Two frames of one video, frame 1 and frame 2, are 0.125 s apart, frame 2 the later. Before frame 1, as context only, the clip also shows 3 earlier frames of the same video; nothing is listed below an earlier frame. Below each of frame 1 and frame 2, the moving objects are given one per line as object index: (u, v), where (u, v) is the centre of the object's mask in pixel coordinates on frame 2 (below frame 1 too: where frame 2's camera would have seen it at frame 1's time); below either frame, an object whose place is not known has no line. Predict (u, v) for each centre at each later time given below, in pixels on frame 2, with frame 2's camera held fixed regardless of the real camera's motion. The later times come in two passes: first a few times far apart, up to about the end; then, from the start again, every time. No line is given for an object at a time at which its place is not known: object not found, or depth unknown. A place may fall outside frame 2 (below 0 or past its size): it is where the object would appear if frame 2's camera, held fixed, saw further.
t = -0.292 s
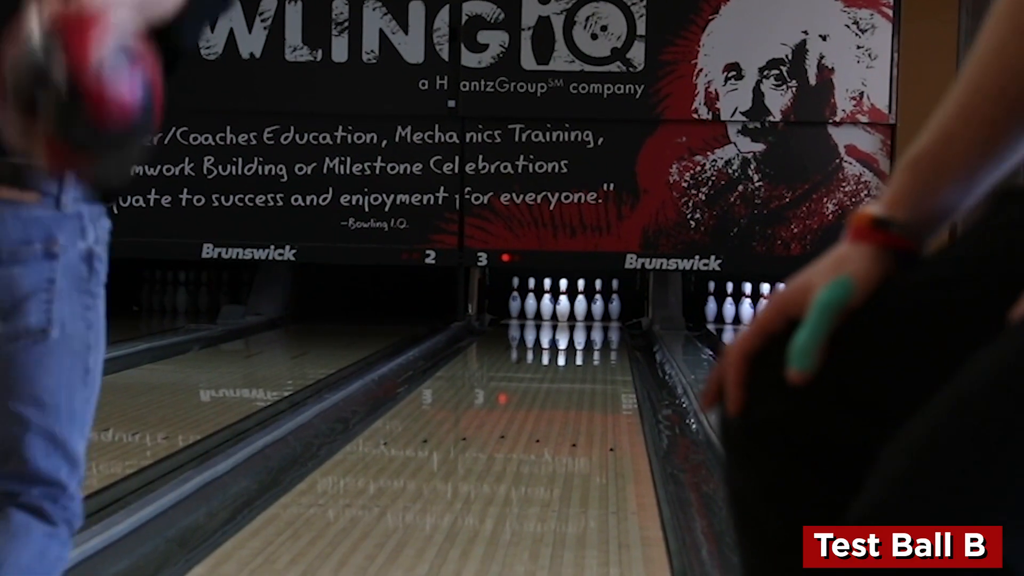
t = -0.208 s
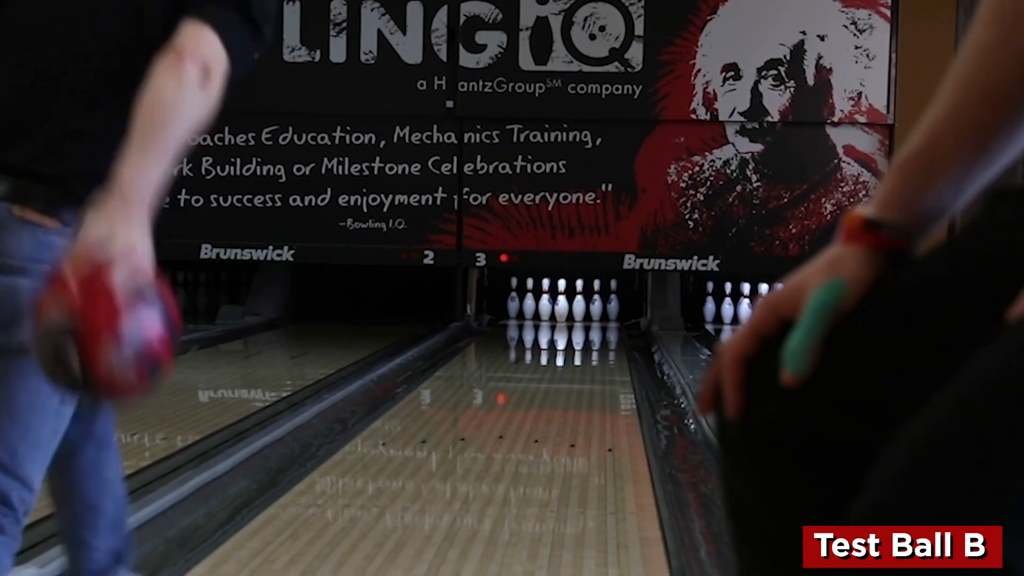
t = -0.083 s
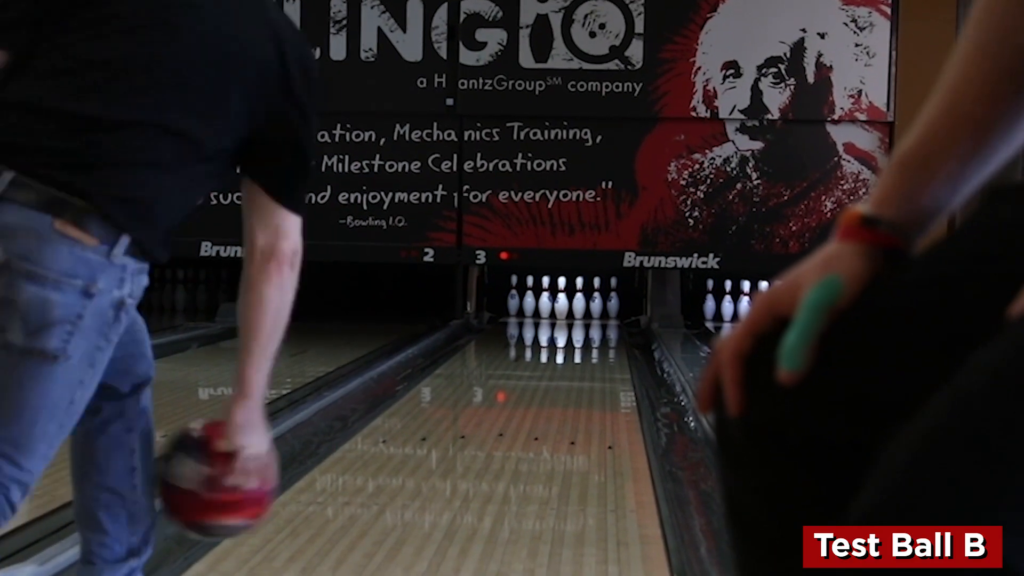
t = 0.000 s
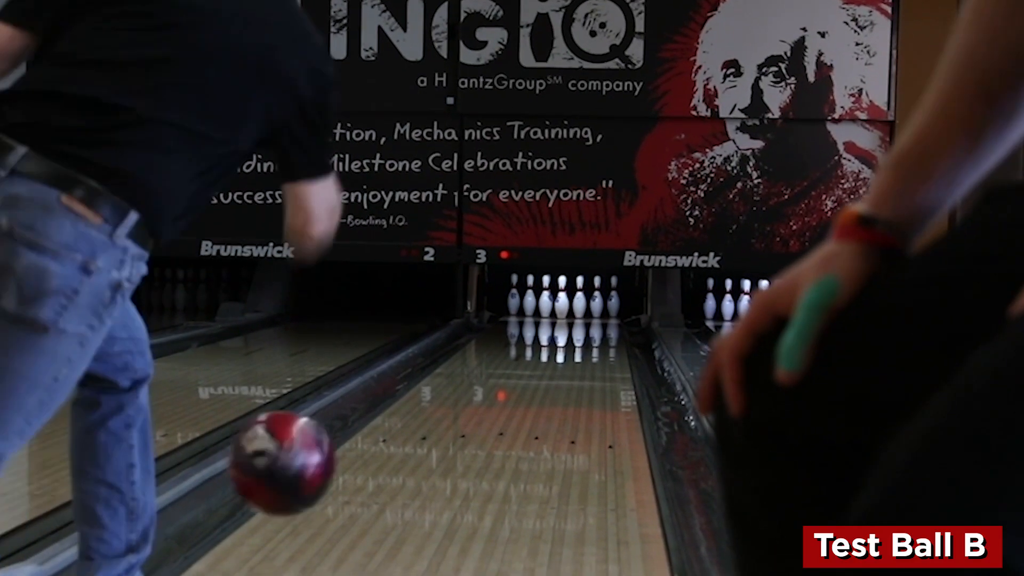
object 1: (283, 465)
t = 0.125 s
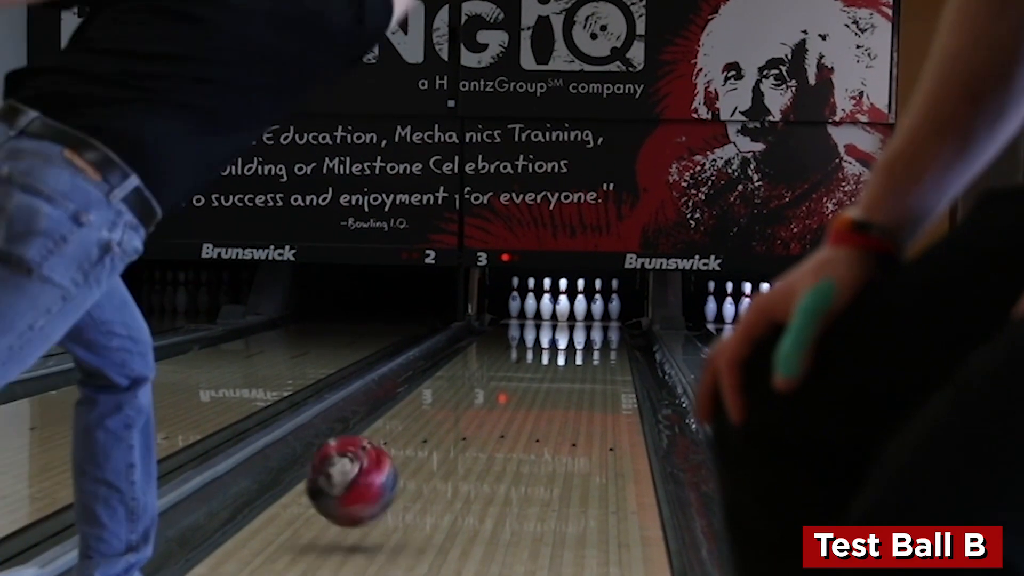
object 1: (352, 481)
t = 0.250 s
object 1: (410, 467)
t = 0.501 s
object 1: (482, 421)
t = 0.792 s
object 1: (534, 387)
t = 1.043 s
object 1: (564, 367)
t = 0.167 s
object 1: (375, 485)
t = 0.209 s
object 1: (390, 475)
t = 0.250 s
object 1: (410, 467)
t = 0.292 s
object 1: (421, 460)
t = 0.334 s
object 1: (438, 450)
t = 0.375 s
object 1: (448, 443)
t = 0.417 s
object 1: (462, 434)
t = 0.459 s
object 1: (470, 429)
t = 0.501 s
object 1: (482, 421)
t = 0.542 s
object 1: (490, 416)
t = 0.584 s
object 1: (500, 410)
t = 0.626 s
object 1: (506, 405)
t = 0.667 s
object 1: (516, 400)
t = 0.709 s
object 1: (521, 395)
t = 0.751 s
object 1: (529, 391)
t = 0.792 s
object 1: (534, 387)
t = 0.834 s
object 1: (541, 384)
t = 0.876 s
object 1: (546, 380)
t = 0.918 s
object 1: (551, 376)
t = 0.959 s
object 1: (555, 372)
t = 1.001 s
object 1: (561, 369)
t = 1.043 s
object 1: (564, 367)
